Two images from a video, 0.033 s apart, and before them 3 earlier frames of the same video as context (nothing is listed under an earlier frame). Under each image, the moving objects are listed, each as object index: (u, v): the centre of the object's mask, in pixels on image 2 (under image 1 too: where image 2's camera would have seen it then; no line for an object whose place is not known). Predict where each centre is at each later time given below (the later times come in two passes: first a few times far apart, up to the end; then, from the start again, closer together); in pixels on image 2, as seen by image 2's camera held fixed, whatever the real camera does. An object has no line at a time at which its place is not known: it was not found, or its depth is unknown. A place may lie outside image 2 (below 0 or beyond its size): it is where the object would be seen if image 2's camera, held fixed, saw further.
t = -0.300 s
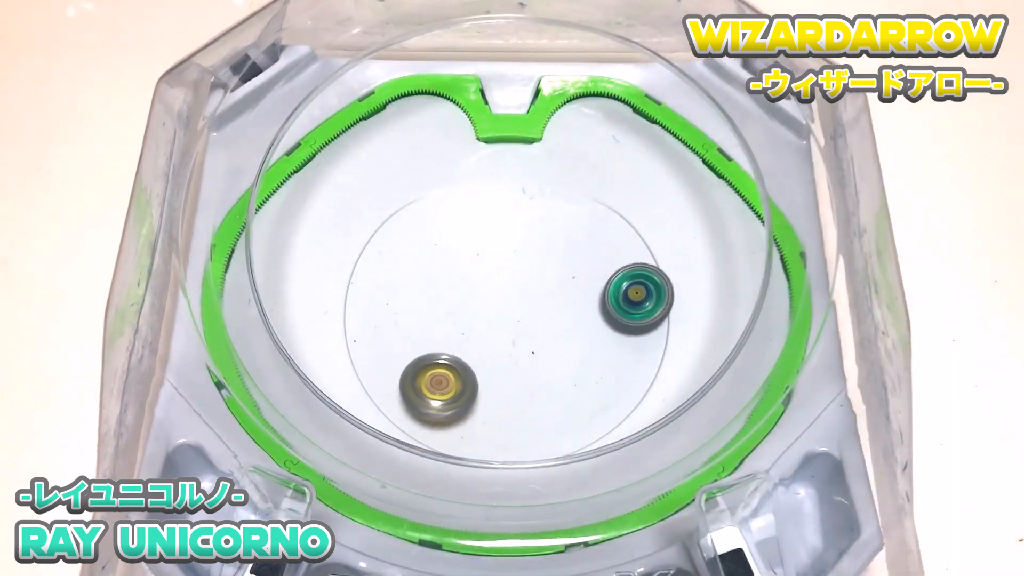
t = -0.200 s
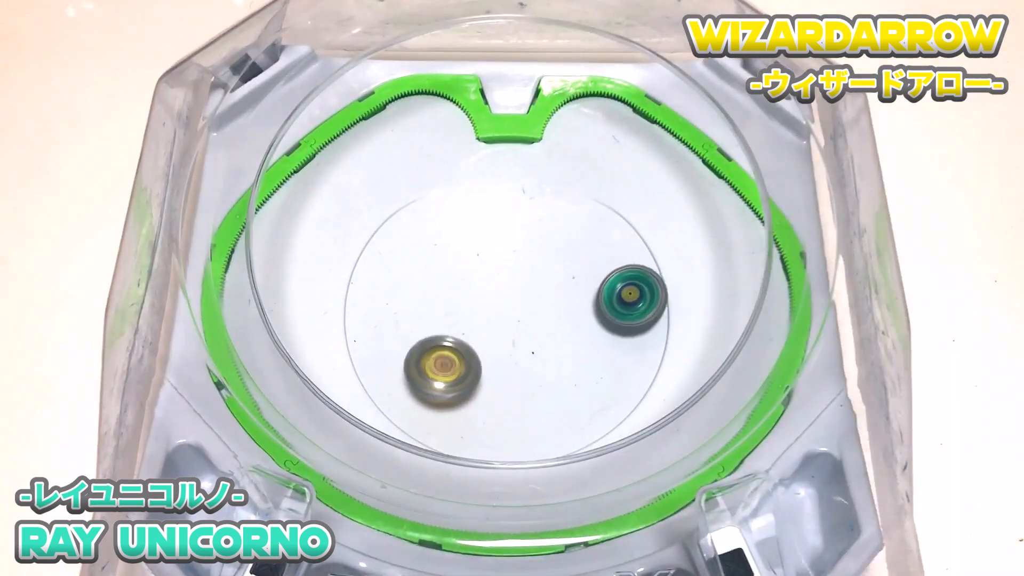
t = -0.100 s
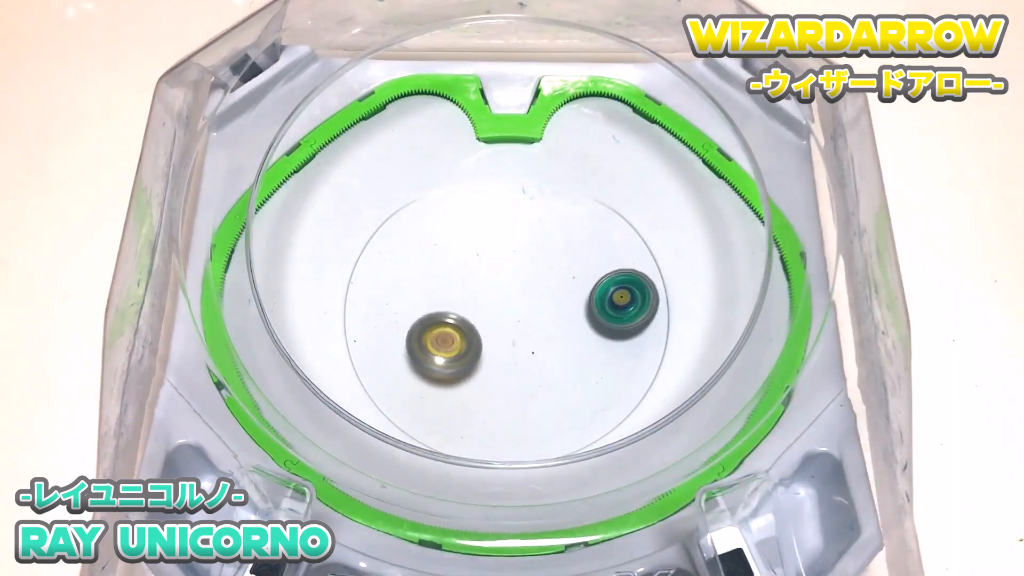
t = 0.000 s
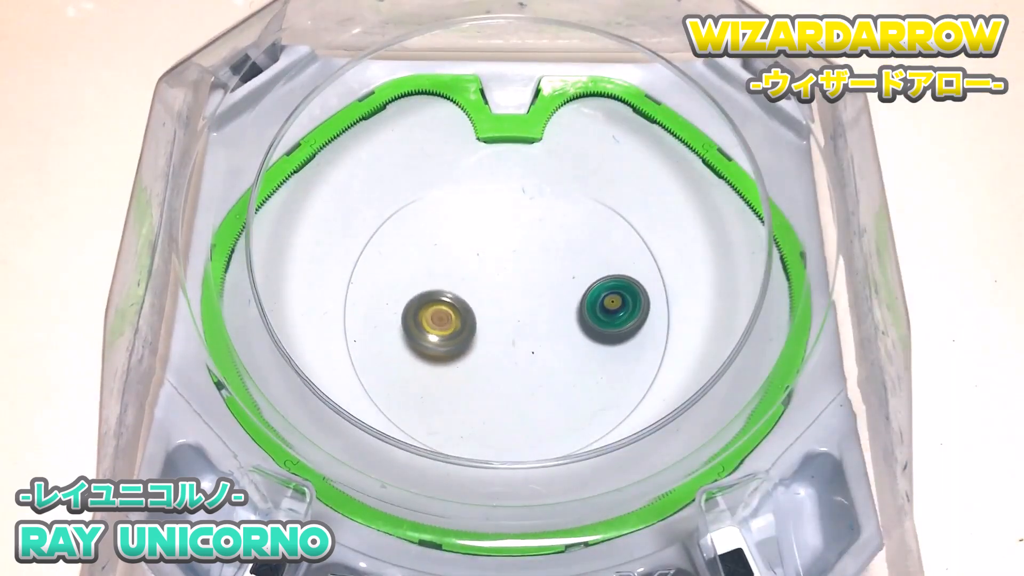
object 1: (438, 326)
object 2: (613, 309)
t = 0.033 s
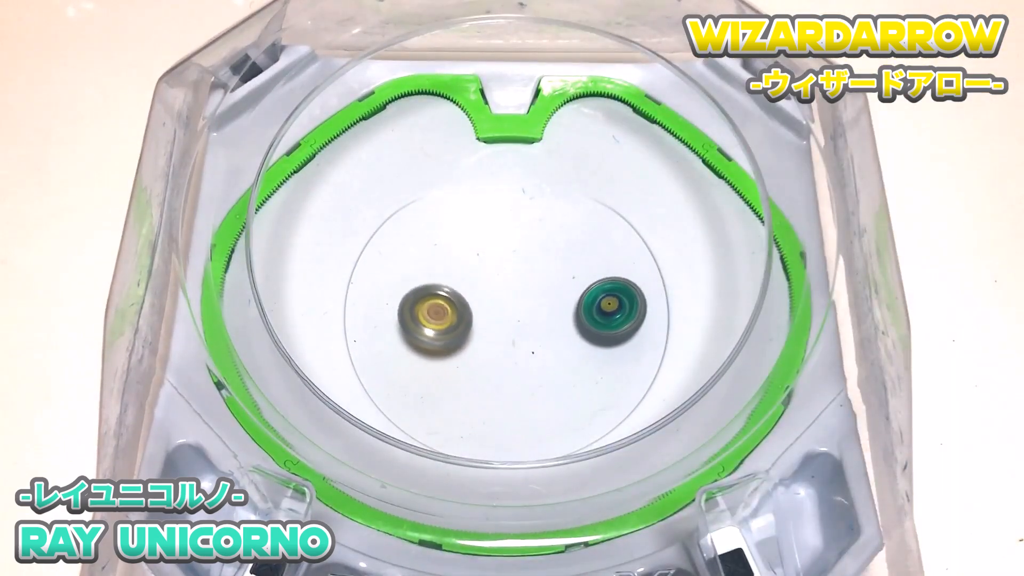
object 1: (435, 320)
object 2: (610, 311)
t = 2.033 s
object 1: (580, 227)
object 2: (455, 277)
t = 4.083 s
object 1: (475, 363)
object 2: (562, 356)
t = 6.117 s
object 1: (522, 217)
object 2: (489, 275)
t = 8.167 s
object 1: (584, 466)
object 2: (525, 325)
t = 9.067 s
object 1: (343, 347)
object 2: (492, 293)
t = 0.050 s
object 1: (433, 317)
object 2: (608, 313)
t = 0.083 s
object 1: (428, 312)
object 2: (605, 315)
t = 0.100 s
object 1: (425, 310)
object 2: (604, 317)
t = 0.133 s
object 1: (420, 306)
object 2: (600, 319)
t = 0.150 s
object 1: (418, 305)
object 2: (598, 321)
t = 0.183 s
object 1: (413, 302)
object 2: (594, 323)
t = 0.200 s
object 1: (411, 301)
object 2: (591, 324)
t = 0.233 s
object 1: (408, 299)
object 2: (587, 327)
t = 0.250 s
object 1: (407, 298)
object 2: (585, 328)
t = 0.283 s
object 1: (405, 297)
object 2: (580, 332)
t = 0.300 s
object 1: (405, 296)
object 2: (578, 333)
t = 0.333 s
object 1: (404, 294)
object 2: (572, 336)
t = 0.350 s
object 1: (404, 293)
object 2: (570, 338)
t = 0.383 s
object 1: (405, 291)
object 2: (565, 341)
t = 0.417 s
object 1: (407, 289)
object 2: (559, 344)
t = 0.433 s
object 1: (408, 288)
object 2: (556, 346)
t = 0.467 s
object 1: (411, 286)
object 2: (550, 350)
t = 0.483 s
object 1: (412, 285)
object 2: (547, 352)
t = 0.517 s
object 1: (416, 283)
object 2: (540, 355)
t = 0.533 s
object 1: (417, 281)
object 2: (537, 357)
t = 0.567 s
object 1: (421, 279)
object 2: (531, 360)
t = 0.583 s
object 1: (423, 277)
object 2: (527, 362)
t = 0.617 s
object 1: (426, 274)
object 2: (521, 365)
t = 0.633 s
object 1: (427, 272)
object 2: (518, 366)
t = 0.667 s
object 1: (430, 268)
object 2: (511, 369)
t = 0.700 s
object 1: (433, 264)
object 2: (505, 372)
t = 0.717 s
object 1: (435, 261)
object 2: (502, 373)
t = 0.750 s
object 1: (437, 256)
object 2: (497, 376)
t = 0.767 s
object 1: (438, 253)
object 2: (494, 377)
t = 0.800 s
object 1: (441, 248)
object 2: (489, 379)
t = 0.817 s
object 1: (442, 245)
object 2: (486, 380)
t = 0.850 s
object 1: (444, 239)
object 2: (481, 382)
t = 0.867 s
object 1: (446, 236)
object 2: (479, 382)
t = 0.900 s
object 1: (448, 231)
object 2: (474, 384)
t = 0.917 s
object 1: (449, 228)
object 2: (473, 384)
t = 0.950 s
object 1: (451, 223)
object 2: (469, 384)
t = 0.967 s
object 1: (452, 221)
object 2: (467, 385)
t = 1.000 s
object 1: (455, 217)
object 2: (464, 385)
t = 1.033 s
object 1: (456, 213)
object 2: (460, 385)
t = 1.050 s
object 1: (457, 212)
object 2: (459, 385)
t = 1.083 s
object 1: (459, 209)
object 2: (456, 384)
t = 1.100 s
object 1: (459, 208)
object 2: (455, 384)
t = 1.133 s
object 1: (461, 206)
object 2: (452, 383)
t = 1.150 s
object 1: (461, 205)
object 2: (451, 382)
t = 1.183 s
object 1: (463, 204)
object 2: (449, 381)
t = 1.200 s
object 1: (464, 204)
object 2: (448, 380)
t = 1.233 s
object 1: (466, 204)
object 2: (446, 378)
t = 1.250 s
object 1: (468, 204)
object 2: (445, 377)
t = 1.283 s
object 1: (470, 205)
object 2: (444, 375)
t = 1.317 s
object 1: (473, 207)
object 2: (442, 373)
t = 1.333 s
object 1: (475, 207)
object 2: (442, 372)
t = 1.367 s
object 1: (479, 209)
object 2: (441, 369)
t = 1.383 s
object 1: (481, 211)
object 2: (441, 368)
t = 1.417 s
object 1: (485, 213)
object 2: (440, 365)
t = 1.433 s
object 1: (488, 214)
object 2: (440, 363)
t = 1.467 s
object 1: (493, 217)
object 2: (439, 360)
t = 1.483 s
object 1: (496, 219)
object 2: (439, 358)
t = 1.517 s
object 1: (502, 221)
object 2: (439, 355)
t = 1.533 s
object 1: (506, 223)
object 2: (439, 353)
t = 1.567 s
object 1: (512, 224)
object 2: (439, 350)
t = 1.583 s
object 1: (515, 225)
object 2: (439, 348)
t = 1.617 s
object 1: (521, 226)
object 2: (439, 344)
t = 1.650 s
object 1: (528, 228)
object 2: (439, 339)
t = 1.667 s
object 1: (531, 229)
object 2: (439, 337)
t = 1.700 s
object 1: (538, 229)
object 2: (440, 332)
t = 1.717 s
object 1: (541, 230)
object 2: (440, 329)
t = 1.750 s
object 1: (547, 230)
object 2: (441, 324)
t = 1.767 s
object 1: (549, 231)
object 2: (442, 321)
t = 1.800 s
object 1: (555, 231)
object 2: (443, 316)
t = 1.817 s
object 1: (557, 231)
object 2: (444, 313)
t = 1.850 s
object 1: (562, 230)
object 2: (445, 307)
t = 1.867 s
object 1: (564, 230)
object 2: (446, 305)
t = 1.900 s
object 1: (569, 229)
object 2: (447, 299)
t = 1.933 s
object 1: (573, 229)
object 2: (449, 293)
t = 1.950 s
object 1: (575, 228)
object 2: (450, 291)
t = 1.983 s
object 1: (577, 228)
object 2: (452, 285)
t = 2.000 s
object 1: (579, 228)
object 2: (453, 282)
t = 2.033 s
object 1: (580, 227)
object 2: (455, 277)
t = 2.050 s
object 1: (580, 227)
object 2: (456, 274)
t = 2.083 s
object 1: (580, 228)
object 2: (458, 269)
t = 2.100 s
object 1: (579, 228)
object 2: (459, 267)
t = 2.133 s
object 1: (578, 230)
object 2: (461, 262)
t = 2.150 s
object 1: (577, 231)
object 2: (462, 260)
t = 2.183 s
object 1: (576, 233)
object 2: (464, 256)
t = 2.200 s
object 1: (576, 235)
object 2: (465, 254)
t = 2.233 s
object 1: (575, 239)
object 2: (468, 250)
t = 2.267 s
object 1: (575, 245)
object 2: (470, 247)
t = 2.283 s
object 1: (575, 248)
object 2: (471, 245)
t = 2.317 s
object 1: (575, 255)
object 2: (474, 243)
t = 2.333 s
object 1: (575, 258)
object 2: (475, 241)
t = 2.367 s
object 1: (575, 265)
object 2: (478, 240)
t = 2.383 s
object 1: (576, 269)
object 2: (479, 239)
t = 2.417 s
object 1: (577, 275)
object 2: (482, 238)
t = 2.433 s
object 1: (577, 279)
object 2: (484, 237)
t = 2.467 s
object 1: (580, 285)
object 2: (487, 236)
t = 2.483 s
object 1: (581, 288)
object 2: (488, 235)
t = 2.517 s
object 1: (584, 293)
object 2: (491, 235)
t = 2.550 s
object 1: (588, 298)
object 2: (494, 234)
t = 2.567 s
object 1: (590, 300)
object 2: (496, 234)
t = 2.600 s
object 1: (594, 304)
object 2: (499, 234)
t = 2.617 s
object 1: (596, 305)
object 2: (501, 234)
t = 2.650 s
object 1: (600, 308)
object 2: (504, 234)
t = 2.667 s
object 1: (601, 310)
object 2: (505, 234)
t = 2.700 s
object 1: (605, 312)
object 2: (509, 235)
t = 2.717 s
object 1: (606, 313)
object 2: (510, 235)
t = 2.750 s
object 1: (609, 316)
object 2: (514, 235)
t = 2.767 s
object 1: (610, 316)
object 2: (515, 236)
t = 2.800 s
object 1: (612, 318)
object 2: (519, 237)
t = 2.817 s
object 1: (612, 319)
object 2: (520, 237)
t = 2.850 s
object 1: (612, 320)
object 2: (523, 238)
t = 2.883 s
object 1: (612, 321)
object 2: (527, 240)
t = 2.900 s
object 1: (611, 321)
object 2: (529, 240)
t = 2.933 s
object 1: (608, 322)
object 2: (532, 242)
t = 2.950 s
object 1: (607, 323)
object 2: (533, 243)
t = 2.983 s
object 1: (604, 324)
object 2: (537, 245)
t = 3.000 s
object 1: (601, 325)
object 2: (538, 246)
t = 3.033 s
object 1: (597, 327)
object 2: (542, 248)
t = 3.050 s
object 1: (595, 328)
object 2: (543, 249)
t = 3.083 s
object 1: (589, 330)
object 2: (546, 252)
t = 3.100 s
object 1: (586, 332)
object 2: (548, 254)
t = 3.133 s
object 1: (580, 335)
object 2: (551, 257)
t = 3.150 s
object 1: (577, 336)
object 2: (553, 258)
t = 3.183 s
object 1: (570, 341)
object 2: (556, 261)
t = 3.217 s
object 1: (564, 345)
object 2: (559, 264)
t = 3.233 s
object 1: (561, 347)
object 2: (560, 266)
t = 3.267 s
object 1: (555, 352)
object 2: (563, 270)
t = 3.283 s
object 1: (553, 355)
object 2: (564, 271)
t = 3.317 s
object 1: (548, 360)
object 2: (567, 275)
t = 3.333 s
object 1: (546, 363)
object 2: (568, 277)
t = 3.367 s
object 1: (543, 368)
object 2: (571, 280)
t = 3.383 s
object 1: (541, 371)
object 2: (572, 283)
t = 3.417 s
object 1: (538, 376)
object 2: (574, 286)
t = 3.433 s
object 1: (537, 378)
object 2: (575, 288)
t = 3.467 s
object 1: (536, 383)
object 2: (577, 292)
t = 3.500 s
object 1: (534, 387)
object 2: (578, 296)
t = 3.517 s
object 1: (534, 389)
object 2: (579, 298)
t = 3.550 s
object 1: (534, 392)
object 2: (580, 301)
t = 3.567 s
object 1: (534, 393)
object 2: (581, 303)
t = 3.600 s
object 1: (534, 395)
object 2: (581, 307)
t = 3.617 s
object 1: (534, 396)
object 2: (581, 309)
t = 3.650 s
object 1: (533, 397)
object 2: (581, 313)
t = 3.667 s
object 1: (533, 397)
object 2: (581, 315)
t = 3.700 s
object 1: (532, 396)
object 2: (581, 319)
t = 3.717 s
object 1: (531, 396)
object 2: (581, 320)
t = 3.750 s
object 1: (529, 394)
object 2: (580, 324)
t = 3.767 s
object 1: (527, 393)
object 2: (580, 326)
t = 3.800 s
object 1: (524, 390)
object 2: (579, 330)
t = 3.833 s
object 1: (521, 387)
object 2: (578, 333)
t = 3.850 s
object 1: (519, 386)
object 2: (578, 335)
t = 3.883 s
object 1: (514, 382)
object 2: (576, 338)
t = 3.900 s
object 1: (511, 380)
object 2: (575, 340)
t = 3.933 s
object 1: (505, 377)
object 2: (573, 343)
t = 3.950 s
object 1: (503, 375)
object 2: (572, 345)
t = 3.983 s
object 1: (496, 372)
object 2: (570, 348)
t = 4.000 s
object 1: (493, 370)
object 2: (569, 349)
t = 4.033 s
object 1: (486, 366)
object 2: (566, 352)
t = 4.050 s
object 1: (482, 365)
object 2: (565, 354)
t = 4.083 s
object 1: (475, 363)
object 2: (562, 356)
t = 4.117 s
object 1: (468, 360)
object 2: (559, 359)
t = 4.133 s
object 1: (464, 359)
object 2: (557, 360)
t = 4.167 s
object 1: (458, 357)
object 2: (554, 362)
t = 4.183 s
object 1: (455, 357)
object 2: (552, 363)
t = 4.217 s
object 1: (449, 356)
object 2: (548, 365)
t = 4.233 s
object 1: (446, 355)
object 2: (546, 367)
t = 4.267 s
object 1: (441, 354)
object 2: (542, 368)
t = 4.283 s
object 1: (439, 354)
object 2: (540, 369)
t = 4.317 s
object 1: (434, 353)
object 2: (536, 371)
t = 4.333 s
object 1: (433, 353)
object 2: (534, 371)
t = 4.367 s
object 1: (430, 353)
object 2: (530, 372)
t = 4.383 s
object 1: (428, 353)
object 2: (527, 373)
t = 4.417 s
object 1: (427, 352)
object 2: (523, 374)
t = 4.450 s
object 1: (425, 352)
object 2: (519, 374)
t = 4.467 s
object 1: (425, 351)
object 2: (516, 374)
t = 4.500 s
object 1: (425, 350)
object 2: (512, 375)
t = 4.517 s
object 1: (425, 350)
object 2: (510, 375)
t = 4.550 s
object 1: (426, 348)
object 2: (506, 374)
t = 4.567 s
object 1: (426, 347)
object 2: (503, 374)
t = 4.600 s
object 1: (428, 344)
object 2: (499, 374)
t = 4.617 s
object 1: (428, 342)
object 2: (496, 374)
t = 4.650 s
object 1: (430, 338)
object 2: (493, 373)
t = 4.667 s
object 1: (430, 336)
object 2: (491, 373)
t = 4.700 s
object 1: (429, 329)
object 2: (489, 374)
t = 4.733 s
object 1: (428, 323)
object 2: (488, 374)
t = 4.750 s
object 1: (427, 319)
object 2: (486, 373)
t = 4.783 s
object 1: (427, 313)
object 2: (483, 372)
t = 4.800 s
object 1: (427, 310)
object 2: (482, 372)
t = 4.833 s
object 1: (427, 305)
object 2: (479, 370)
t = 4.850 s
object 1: (428, 303)
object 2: (478, 369)
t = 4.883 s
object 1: (428, 298)
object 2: (475, 367)
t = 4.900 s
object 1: (428, 296)
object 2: (474, 366)
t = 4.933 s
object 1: (428, 291)
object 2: (471, 364)
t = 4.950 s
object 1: (428, 290)
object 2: (470, 363)
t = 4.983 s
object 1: (429, 287)
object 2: (468, 360)
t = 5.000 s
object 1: (429, 285)
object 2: (467, 359)
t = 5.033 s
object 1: (429, 282)
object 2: (465, 356)
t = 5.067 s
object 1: (429, 279)
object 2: (463, 353)
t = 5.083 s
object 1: (430, 277)
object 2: (462, 351)
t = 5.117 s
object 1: (430, 274)
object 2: (461, 348)
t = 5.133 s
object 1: (430, 273)
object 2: (460, 346)
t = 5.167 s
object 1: (431, 270)
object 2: (459, 342)
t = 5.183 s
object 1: (432, 269)
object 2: (458, 340)
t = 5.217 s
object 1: (433, 266)
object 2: (457, 336)
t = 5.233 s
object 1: (434, 264)
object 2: (456, 334)
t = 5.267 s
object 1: (436, 261)
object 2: (455, 330)
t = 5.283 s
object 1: (437, 260)
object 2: (454, 328)
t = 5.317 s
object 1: (439, 258)
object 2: (454, 324)
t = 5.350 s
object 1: (442, 255)
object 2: (453, 320)
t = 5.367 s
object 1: (443, 252)
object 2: (452, 319)
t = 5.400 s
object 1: (446, 248)
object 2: (452, 317)
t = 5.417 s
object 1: (448, 245)
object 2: (452, 315)
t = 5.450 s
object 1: (451, 241)
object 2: (452, 312)
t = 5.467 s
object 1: (452, 239)
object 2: (452, 310)
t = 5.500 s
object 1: (454, 236)
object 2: (453, 307)
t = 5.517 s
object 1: (456, 234)
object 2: (453, 306)
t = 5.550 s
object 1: (458, 231)
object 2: (454, 302)
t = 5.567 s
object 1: (459, 230)
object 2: (455, 301)
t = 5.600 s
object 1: (462, 228)
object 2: (456, 297)
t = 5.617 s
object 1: (463, 227)
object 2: (457, 296)
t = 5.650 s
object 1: (466, 226)
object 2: (458, 292)
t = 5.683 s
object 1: (469, 224)
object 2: (460, 289)
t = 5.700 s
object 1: (471, 223)
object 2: (461, 288)
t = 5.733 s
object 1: (475, 221)
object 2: (462, 287)
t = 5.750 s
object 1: (477, 221)
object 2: (463, 285)
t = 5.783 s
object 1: (482, 220)
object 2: (465, 283)
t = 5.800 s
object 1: (484, 219)
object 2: (466, 283)
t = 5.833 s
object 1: (490, 217)
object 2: (468, 282)
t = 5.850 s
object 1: (492, 217)
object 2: (469, 282)
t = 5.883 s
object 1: (497, 216)
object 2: (471, 280)
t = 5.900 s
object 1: (499, 216)
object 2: (472, 279)
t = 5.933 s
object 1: (503, 216)
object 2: (475, 278)
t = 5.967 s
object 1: (506, 216)
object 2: (477, 277)
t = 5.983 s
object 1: (508, 216)
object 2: (479, 276)
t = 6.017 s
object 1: (511, 217)
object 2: (482, 275)
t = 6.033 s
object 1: (513, 216)
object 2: (483, 276)
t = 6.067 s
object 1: (516, 216)
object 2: (485, 275)
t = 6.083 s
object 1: (518, 216)
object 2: (486, 275)
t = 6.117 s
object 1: (522, 217)
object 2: (489, 275)
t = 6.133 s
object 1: (523, 217)
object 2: (490, 274)
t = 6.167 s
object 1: (527, 218)
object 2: (493, 275)
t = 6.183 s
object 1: (529, 219)
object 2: (495, 275)
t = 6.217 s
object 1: (533, 219)
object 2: (497, 275)
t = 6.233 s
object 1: (536, 220)
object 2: (498, 276)
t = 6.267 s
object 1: (540, 220)
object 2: (501, 276)
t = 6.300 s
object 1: (543, 221)
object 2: (503, 277)
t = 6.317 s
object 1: (545, 222)
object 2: (505, 277)
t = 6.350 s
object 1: (549, 225)
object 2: (507, 278)
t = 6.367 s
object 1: (551, 226)
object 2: (508, 279)
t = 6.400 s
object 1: (556, 227)
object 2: (510, 281)
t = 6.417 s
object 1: (558, 229)
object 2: (511, 281)
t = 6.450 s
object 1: (563, 232)
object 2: (513, 282)
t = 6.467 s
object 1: (565, 231)
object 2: (514, 283)
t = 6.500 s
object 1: (569, 233)
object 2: (517, 284)
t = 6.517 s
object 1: (571, 235)
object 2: (518, 285)
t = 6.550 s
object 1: (573, 239)
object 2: (521, 287)
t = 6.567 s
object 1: (574, 239)
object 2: (522, 287)
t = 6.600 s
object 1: (576, 243)
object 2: (524, 289)
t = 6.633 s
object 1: (593, 237)
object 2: (510, 296)
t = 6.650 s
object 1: (603, 235)
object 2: (502, 301)
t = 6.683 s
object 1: (623, 234)
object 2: (489, 304)
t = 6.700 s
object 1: (632, 236)
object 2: (483, 306)
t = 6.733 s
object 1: (641, 230)
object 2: (471, 313)
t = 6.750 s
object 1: (645, 228)
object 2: (468, 312)
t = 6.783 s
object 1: (652, 228)
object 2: (464, 314)
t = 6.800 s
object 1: (657, 228)
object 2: (461, 317)
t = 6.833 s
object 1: (668, 230)
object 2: (460, 322)
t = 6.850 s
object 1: (674, 231)
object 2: (461, 325)
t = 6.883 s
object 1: (686, 235)
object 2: (465, 329)
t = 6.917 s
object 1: (699, 240)
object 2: (473, 335)
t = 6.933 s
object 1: (705, 243)
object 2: (478, 339)
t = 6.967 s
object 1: (719, 250)
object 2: (487, 346)
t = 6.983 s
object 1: (725, 254)
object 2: (492, 350)
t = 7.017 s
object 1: (734, 261)
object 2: (501, 356)
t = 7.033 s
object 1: (745, 265)
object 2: (505, 359)
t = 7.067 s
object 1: (761, 273)
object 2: (514, 363)
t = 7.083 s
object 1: (769, 278)
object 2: (518, 365)
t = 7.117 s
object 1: (780, 285)
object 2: (526, 368)
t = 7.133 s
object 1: (772, 284)
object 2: (529, 369)
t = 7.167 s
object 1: (758, 283)
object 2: (536, 371)
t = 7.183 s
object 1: (750, 283)
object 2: (539, 372)
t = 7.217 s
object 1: (739, 283)
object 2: (544, 373)
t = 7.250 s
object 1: (729, 287)
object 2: (549, 373)
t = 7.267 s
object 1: (725, 289)
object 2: (551, 373)
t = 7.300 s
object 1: (719, 294)
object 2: (555, 372)
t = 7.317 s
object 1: (717, 298)
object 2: (557, 372)
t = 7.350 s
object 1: (714, 306)
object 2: (559, 371)
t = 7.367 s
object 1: (713, 310)
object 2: (560, 370)
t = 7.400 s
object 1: (710, 320)
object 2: (561, 369)
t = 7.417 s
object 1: (709, 325)
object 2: (562, 368)
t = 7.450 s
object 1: (710, 336)
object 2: (563, 367)
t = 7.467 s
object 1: (710, 342)
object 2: (563, 366)
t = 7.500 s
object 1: (711, 354)
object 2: (563, 364)
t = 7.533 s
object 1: (712, 367)
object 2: (563, 363)
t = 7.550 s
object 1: (713, 374)
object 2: (563, 362)
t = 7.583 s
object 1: (713, 386)
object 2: (562, 361)
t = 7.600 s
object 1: (711, 391)
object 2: (562, 360)
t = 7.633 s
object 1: (713, 405)
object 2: (561, 358)
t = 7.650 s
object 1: (713, 410)
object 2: (561, 357)
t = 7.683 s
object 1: (714, 422)
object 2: (560, 355)
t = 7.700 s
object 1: (713, 427)
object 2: (559, 354)
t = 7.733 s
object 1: (703, 425)
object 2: (558, 352)
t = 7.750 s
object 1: (698, 424)
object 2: (557, 352)
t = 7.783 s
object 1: (688, 423)
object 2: (556, 350)
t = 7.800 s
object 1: (684, 424)
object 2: (555, 348)
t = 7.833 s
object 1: (674, 426)
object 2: (552, 346)
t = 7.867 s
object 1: (666, 429)
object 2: (550, 343)
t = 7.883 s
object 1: (662, 431)
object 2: (549, 342)
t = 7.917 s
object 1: (654, 436)
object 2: (546, 340)
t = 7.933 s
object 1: (649, 438)
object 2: (545, 338)
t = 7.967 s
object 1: (640, 444)
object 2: (542, 336)
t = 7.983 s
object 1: (636, 446)
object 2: (541, 335)
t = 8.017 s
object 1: (627, 451)
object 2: (538, 333)
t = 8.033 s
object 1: (622, 453)
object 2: (537, 332)
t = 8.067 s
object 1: (612, 457)
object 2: (534, 330)
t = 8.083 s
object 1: (608, 459)
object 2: (532, 329)
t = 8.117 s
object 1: (598, 462)
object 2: (530, 327)
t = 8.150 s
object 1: (589, 465)
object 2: (527, 326)
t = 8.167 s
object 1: (584, 466)
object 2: (525, 325)
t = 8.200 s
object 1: (573, 469)
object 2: (522, 324)
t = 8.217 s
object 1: (569, 470)
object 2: (520, 323)
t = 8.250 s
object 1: (558, 471)
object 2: (517, 321)
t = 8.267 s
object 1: (553, 471)
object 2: (516, 321)
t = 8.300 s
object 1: (543, 472)
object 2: (513, 319)
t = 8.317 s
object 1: (538, 472)
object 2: (511, 318)
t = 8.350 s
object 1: (527, 472)
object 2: (509, 317)
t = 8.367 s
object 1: (522, 472)
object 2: (507, 316)
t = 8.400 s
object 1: (512, 470)
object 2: (504, 314)
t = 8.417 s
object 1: (507, 470)
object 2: (503, 313)
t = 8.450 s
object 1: (497, 470)
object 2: (501, 312)
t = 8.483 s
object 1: (486, 467)
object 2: (498, 311)
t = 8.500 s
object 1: (479, 466)
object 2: (497, 310)
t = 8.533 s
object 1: (470, 459)
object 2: (495, 308)
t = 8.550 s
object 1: (465, 458)
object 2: (495, 308)
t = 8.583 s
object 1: (456, 452)
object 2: (493, 307)
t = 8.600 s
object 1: (451, 449)
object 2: (493, 306)
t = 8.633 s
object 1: (441, 444)
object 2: (492, 305)
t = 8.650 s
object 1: (436, 441)
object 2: (491, 305)
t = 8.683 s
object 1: (427, 435)
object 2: (490, 303)
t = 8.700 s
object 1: (423, 432)
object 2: (490, 303)
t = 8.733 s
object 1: (416, 420)
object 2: (489, 302)
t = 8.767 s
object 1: (407, 415)
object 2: (489, 301)
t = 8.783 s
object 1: (401, 416)
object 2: (489, 301)
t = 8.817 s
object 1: (392, 409)
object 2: (489, 300)
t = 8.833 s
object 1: (390, 403)
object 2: (489, 299)
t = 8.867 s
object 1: (382, 397)
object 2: (489, 299)
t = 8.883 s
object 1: (378, 393)
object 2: (489, 298)
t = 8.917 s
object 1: (371, 386)
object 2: (489, 297)
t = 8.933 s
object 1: (367, 382)
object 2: (489, 297)
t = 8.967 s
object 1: (361, 374)
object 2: (490, 296)
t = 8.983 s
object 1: (357, 370)
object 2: (490, 295)
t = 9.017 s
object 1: (351, 361)
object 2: (491, 294)
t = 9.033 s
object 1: (348, 357)
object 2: (491, 294)
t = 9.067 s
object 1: (343, 347)
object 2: (492, 293)
